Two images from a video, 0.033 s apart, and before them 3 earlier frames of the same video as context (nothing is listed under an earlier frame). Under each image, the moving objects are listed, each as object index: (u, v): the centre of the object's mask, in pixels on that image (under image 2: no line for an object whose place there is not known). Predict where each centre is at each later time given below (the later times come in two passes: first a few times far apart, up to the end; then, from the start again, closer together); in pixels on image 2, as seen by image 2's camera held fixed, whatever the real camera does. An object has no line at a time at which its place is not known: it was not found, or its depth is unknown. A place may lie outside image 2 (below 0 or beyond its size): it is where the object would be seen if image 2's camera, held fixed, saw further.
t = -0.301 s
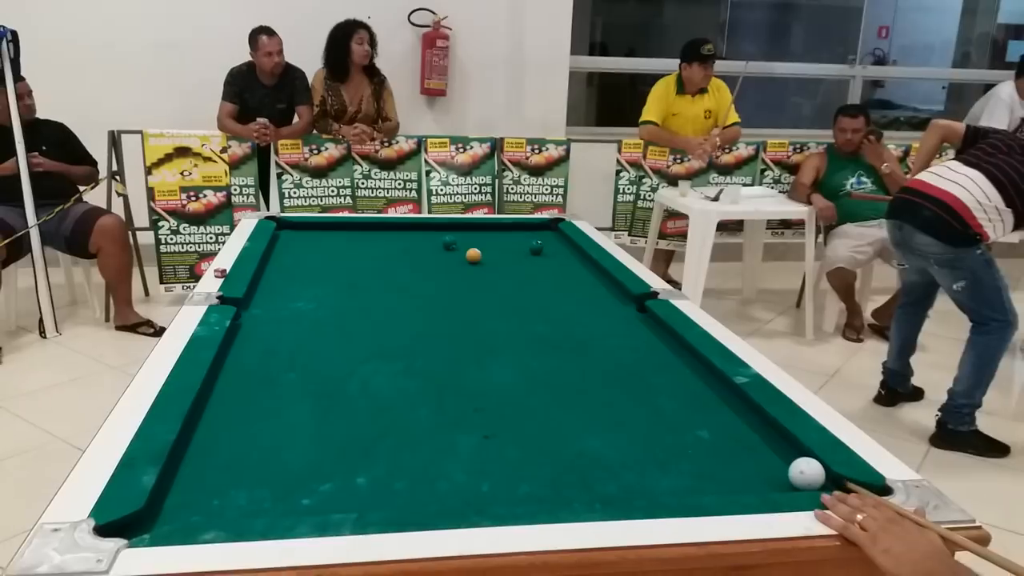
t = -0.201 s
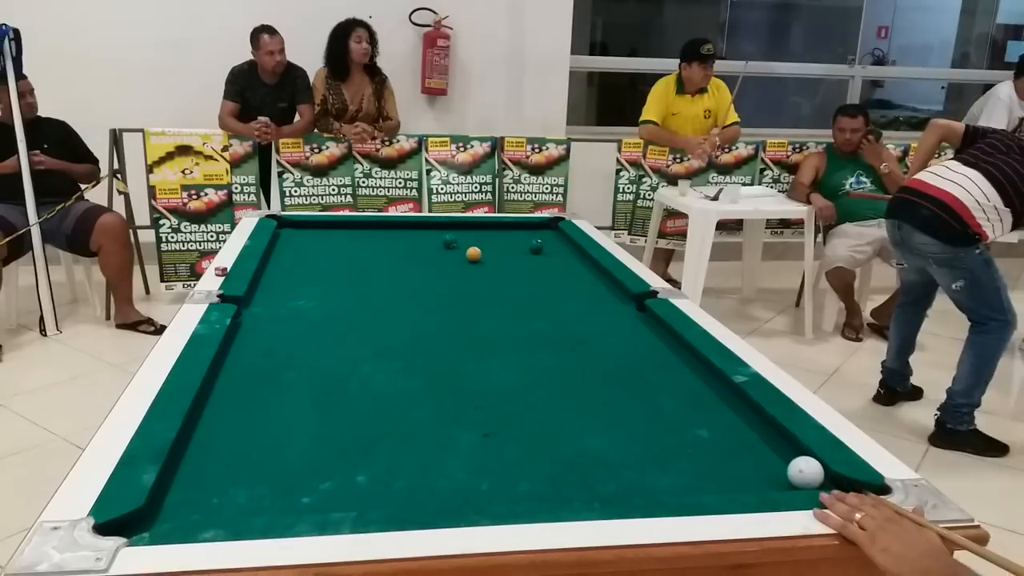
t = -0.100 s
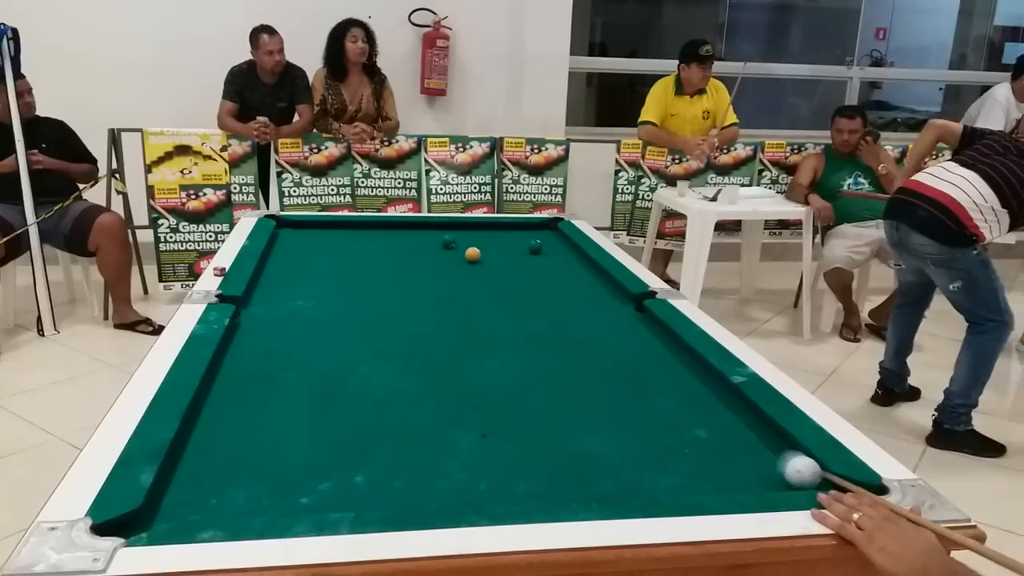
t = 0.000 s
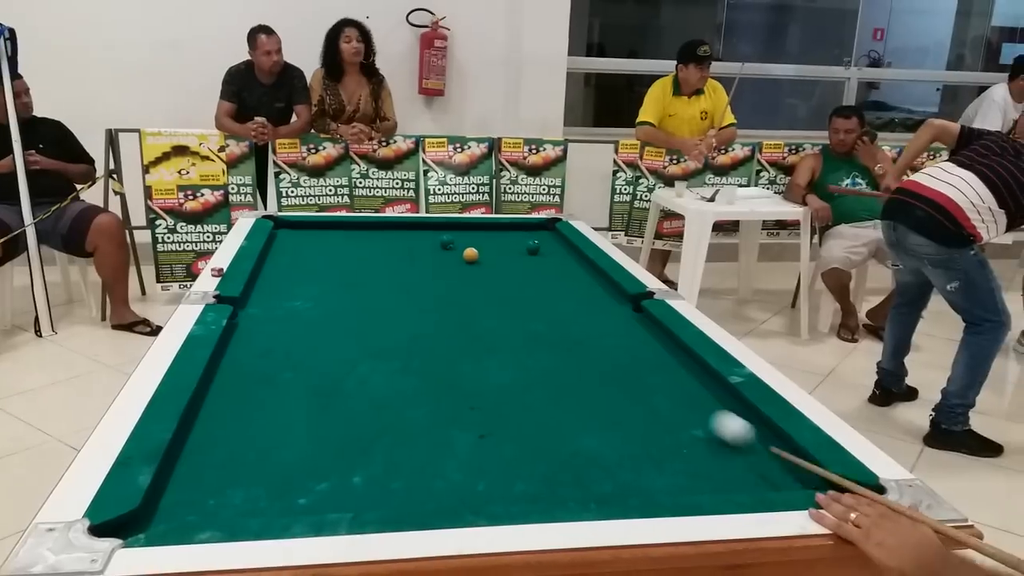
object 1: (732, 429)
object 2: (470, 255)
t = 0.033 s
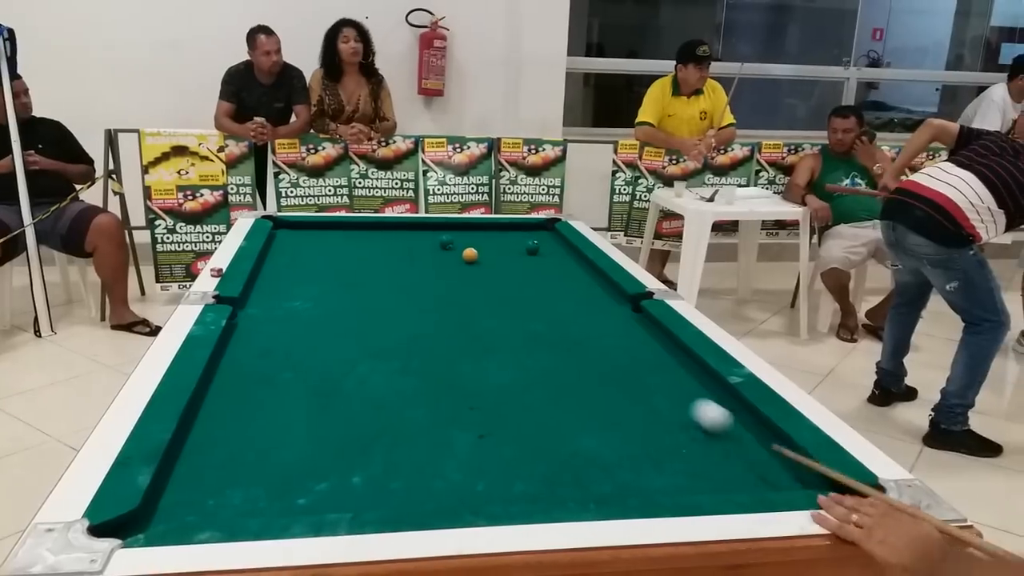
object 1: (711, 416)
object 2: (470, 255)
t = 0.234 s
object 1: (613, 353)
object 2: (470, 255)
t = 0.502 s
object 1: (526, 298)
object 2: (470, 255)
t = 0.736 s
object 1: (473, 265)
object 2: (469, 253)
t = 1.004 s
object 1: (408, 243)
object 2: (494, 243)
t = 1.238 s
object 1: (356, 228)
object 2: (514, 233)
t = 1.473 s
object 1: (318, 230)
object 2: (532, 226)
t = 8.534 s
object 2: (548, 251)
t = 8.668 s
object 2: (548, 251)
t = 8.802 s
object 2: (548, 252)
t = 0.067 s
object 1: (692, 404)
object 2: (470, 255)
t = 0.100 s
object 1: (674, 393)
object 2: (470, 255)
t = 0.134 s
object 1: (658, 383)
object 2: (470, 255)
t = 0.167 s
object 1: (642, 372)
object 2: (470, 255)
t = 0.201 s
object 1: (627, 363)
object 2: (470, 255)
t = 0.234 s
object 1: (613, 353)
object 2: (470, 255)
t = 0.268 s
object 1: (600, 345)
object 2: (470, 255)
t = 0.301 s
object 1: (588, 337)
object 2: (470, 255)
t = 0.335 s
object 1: (576, 330)
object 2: (470, 255)
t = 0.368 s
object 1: (566, 323)
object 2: (470, 255)
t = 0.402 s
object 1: (555, 317)
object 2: (470, 255)
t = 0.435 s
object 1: (545, 310)
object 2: (470, 255)
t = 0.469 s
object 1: (535, 304)
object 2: (470, 255)
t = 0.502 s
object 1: (526, 298)
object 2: (470, 255)
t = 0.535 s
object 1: (518, 293)
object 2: (470, 255)
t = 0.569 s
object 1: (510, 288)
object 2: (469, 255)
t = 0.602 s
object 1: (502, 283)
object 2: (470, 255)
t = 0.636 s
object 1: (494, 278)
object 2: (469, 255)
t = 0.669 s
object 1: (487, 273)
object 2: (469, 255)
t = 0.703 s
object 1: (480, 269)
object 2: (469, 255)
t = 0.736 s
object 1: (473, 265)
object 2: (469, 253)
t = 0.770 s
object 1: (467, 260)
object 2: (471, 251)
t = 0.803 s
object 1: (459, 257)
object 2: (473, 254)
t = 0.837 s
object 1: (450, 255)
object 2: (476, 252)
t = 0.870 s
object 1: (441, 252)
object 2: (480, 250)
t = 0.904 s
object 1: (432, 250)
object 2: (484, 248)
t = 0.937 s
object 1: (424, 248)
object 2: (487, 246)
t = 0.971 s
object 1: (416, 245)
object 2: (491, 245)
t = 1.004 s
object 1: (408, 243)
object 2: (494, 243)
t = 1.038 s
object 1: (400, 241)
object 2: (497, 242)
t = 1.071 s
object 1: (393, 239)
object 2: (500, 240)
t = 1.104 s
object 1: (385, 237)
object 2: (503, 239)
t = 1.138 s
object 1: (377, 234)
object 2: (506, 237)
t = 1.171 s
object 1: (370, 232)
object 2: (509, 236)
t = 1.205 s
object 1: (364, 231)
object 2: (511, 234)
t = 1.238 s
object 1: (356, 228)
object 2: (514, 233)
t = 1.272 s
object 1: (349, 227)
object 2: (517, 232)
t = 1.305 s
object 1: (343, 225)
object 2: (519, 231)
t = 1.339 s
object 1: (337, 224)
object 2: (522, 229)
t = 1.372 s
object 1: (332, 226)
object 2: (524, 228)
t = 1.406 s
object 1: (328, 227)
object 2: (527, 227)
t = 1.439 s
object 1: (323, 228)
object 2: (529, 226)
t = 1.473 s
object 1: (318, 230)
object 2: (532, 226)
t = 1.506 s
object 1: (313, 231)
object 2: (535, 227)
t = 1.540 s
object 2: (538, 228)
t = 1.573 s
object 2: (541, 229)
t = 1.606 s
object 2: (544, 229)
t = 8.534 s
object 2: (548, 251)
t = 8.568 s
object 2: (548, 251)
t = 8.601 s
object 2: (548, 251)
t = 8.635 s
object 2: (548, 251)
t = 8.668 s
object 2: (548, 251)
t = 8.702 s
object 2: (548, 252)
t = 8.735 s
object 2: (548, 251)
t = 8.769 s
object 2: (548, 251)
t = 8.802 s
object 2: (548, 252)
